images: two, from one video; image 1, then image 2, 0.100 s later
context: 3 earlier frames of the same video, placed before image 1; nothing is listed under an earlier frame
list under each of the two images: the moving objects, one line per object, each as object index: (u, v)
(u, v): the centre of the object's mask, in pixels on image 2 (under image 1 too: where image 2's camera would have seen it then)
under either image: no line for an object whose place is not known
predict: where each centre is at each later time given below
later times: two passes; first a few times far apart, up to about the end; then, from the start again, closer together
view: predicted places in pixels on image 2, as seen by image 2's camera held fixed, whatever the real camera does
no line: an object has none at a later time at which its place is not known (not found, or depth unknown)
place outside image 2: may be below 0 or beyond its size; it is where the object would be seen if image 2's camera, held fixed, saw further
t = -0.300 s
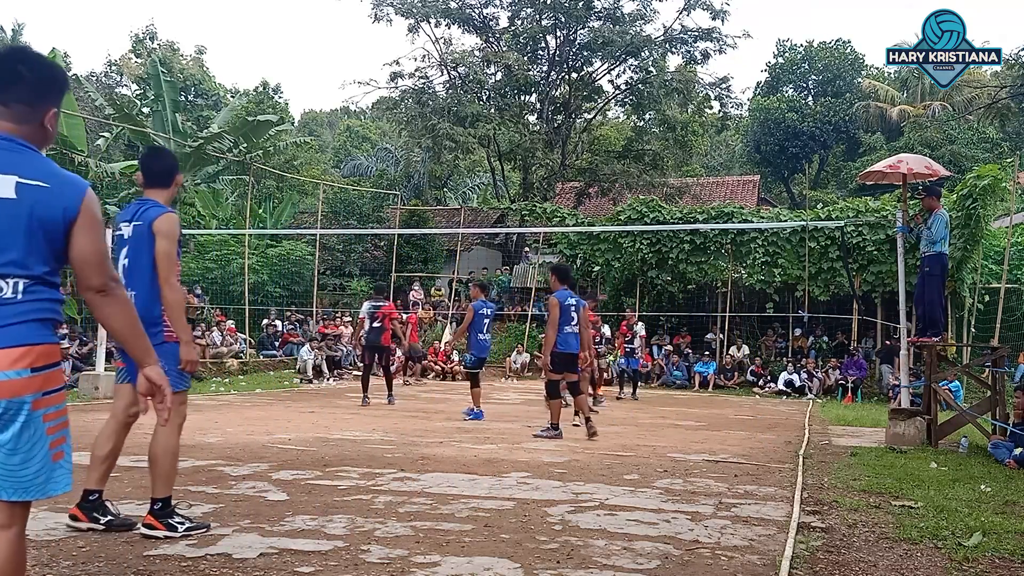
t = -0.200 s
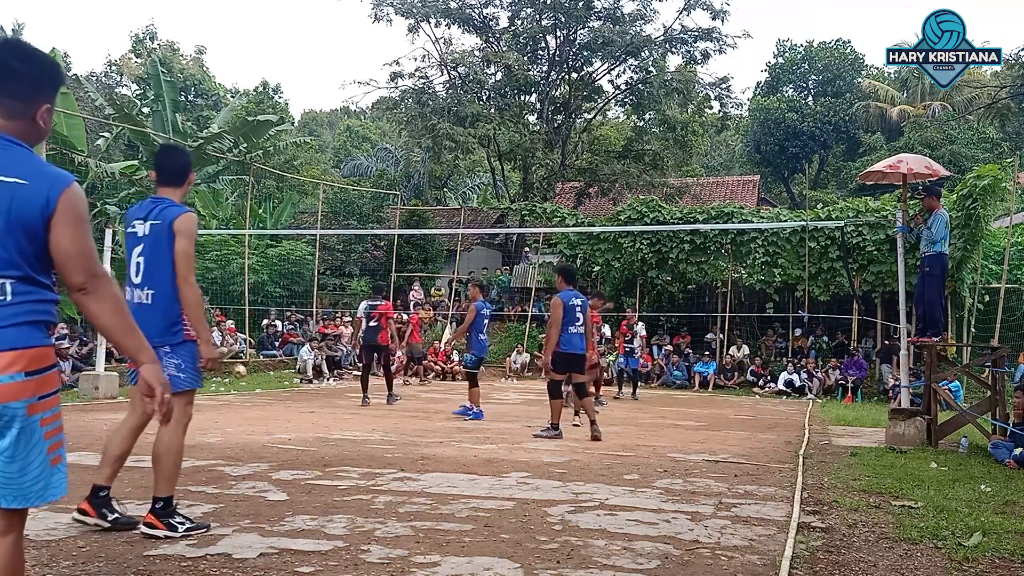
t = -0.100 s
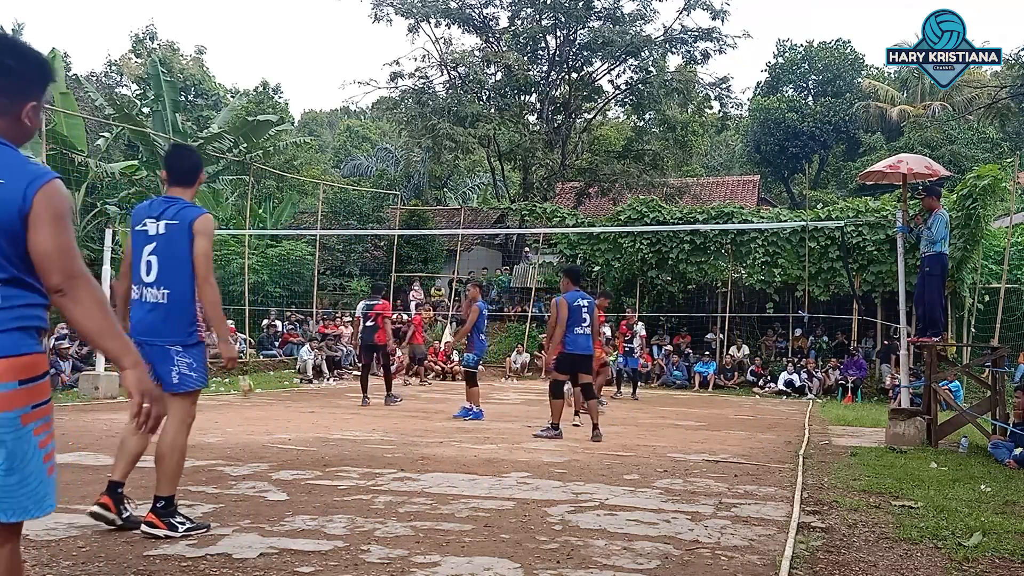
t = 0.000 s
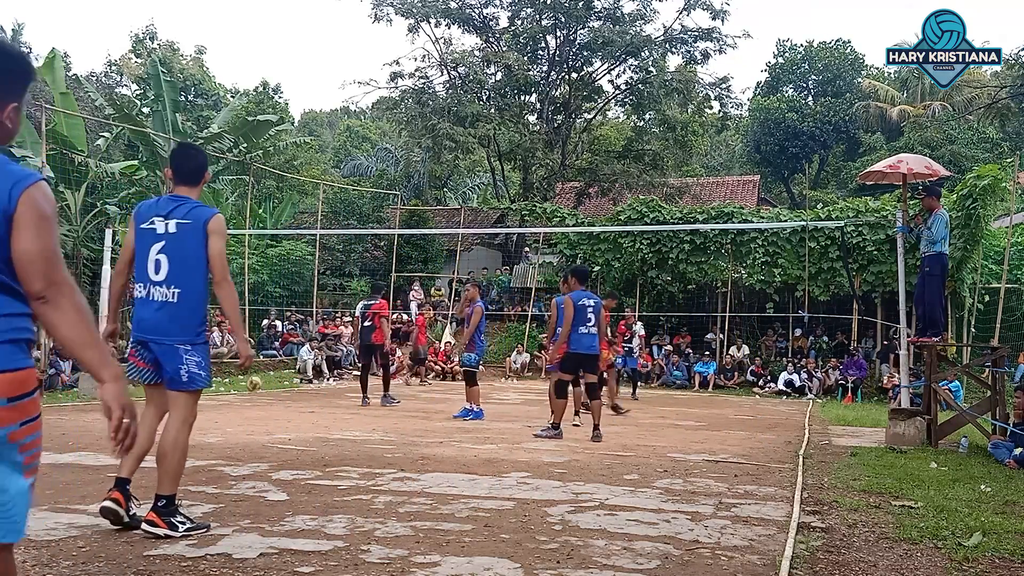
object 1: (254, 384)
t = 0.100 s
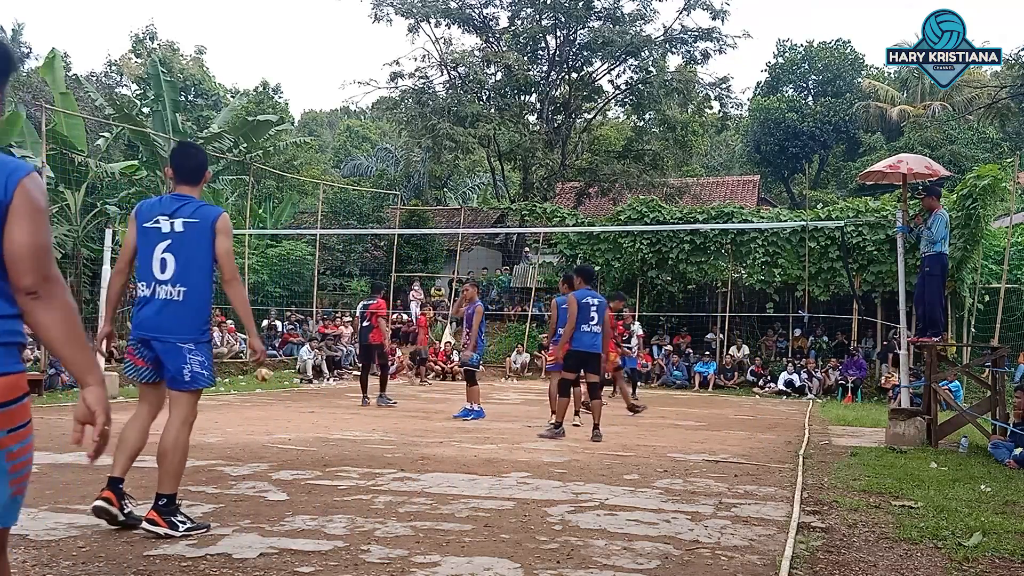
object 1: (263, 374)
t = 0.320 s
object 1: (279, 382)
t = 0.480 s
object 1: (292, 399)
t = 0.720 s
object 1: (318, 390)
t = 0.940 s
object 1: (342, 410)
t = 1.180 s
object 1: (376, 411)
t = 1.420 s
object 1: (417, 419)
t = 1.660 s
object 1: (465, 441)
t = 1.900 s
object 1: (519, 459)
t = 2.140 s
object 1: (589, 480)
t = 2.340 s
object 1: (668, 501)
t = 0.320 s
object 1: (279, 382)
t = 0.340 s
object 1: (282, 385)
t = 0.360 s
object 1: (282, 386)
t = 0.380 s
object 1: (284, 392)
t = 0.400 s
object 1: (285, 394)
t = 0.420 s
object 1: (287, 400)
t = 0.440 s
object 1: (289, 402)
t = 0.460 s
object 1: (290, 402)
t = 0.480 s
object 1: (292, 399)
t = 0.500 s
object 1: (294, 397)
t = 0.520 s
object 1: (297, 394)
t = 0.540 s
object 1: (299, 392)
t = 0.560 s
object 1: (300, 391)
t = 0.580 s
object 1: (303, 389)
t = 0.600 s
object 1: (305, 388)
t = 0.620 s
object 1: (308, 387)
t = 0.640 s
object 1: (308, 387)
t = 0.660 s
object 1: (311, 387)
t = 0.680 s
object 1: (314, 388)
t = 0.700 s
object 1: (315, 389)
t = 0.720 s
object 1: (318, 390)
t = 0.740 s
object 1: (320, 391)
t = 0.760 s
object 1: (322, 393)
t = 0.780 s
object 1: (325, 396)
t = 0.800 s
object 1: (326, 398)
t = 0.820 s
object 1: (329, 402)
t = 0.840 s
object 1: (330, 404)
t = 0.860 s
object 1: (333, 409)
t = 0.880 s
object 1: (335, 411)
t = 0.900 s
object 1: (338, 415)
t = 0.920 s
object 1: (341, 412)
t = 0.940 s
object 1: (342, 410)
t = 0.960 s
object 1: (346, 408)
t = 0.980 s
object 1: (348, 406)
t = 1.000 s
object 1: (350, 405)
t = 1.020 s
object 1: (356, 403)
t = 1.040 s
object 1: (357, 403)
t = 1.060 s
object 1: (360, 403)
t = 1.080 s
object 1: (363, 403)
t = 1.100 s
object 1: (365, 404)
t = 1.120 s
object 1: (368, 406)
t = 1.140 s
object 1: (370, 406)
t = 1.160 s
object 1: (373, 409)
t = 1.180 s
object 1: (376, 411)
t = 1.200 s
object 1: (380, 413)
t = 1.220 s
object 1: (380, 417)
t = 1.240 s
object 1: (385, 420)
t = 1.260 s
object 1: (389, 425)
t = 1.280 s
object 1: (391, 427)
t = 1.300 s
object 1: (395, 425)
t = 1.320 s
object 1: (399, 423)
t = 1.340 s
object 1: (401, 422)
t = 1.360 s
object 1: (406, 420)
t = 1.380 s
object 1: (409, 419)
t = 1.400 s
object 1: (413, 419)
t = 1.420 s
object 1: (417, 419)
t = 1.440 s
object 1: (420, 420)
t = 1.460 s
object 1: (425, 421)
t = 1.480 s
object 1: (427, 421)
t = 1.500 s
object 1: (431, 424)
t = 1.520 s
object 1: (436, 426)
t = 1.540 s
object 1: (439, 430)
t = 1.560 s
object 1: (444, 434)
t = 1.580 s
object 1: (447, 437)
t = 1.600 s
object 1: (452, 444)
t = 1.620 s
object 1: (455, 443)
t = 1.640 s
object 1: (460, 443)
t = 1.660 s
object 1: (465, 441)
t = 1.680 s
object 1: (468, 440)
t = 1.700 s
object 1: (473, 440)
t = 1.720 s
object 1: (477, 440)
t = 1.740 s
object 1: (481, 440)
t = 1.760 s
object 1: (486, 442)
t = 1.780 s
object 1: (489, 442)
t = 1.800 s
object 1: (495, 445)
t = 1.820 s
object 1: (497, 447)
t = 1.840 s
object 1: (505, 451)
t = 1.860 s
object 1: (508, 456)
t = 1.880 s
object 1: (513, 459)
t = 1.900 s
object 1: (519, 459)
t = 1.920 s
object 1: (523, 459)
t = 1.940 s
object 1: (530, 457)
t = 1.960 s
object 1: (535, 456)
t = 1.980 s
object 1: (540, 456)
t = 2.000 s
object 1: (547, 458)
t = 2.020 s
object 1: (551, 458)
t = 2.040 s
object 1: (557, 462)
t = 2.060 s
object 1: (564, 465)
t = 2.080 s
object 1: (570, 468)
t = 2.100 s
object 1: (576, 472)
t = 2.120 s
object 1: (581, 476)
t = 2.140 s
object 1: (589, 480)
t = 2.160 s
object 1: (596, 481)
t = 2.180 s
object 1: (603, 479)
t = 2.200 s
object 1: (611, 478)
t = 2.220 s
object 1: (617, 479)
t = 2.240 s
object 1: (625, 481)
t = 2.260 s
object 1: (633, 483)
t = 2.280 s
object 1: (640, 486)
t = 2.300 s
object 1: (649, 490)
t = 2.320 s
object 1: (657, 494)
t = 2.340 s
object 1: (668, 501)
